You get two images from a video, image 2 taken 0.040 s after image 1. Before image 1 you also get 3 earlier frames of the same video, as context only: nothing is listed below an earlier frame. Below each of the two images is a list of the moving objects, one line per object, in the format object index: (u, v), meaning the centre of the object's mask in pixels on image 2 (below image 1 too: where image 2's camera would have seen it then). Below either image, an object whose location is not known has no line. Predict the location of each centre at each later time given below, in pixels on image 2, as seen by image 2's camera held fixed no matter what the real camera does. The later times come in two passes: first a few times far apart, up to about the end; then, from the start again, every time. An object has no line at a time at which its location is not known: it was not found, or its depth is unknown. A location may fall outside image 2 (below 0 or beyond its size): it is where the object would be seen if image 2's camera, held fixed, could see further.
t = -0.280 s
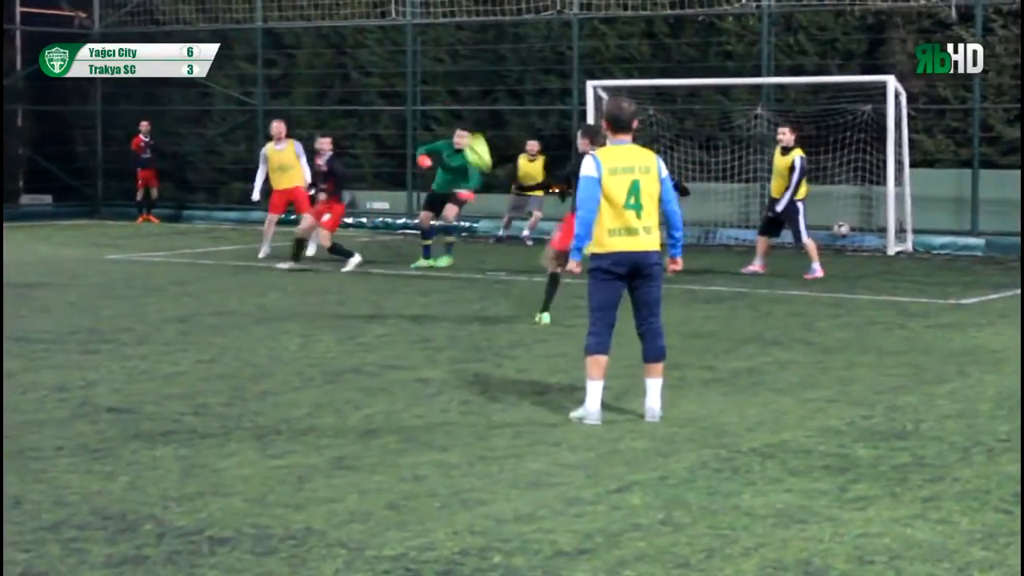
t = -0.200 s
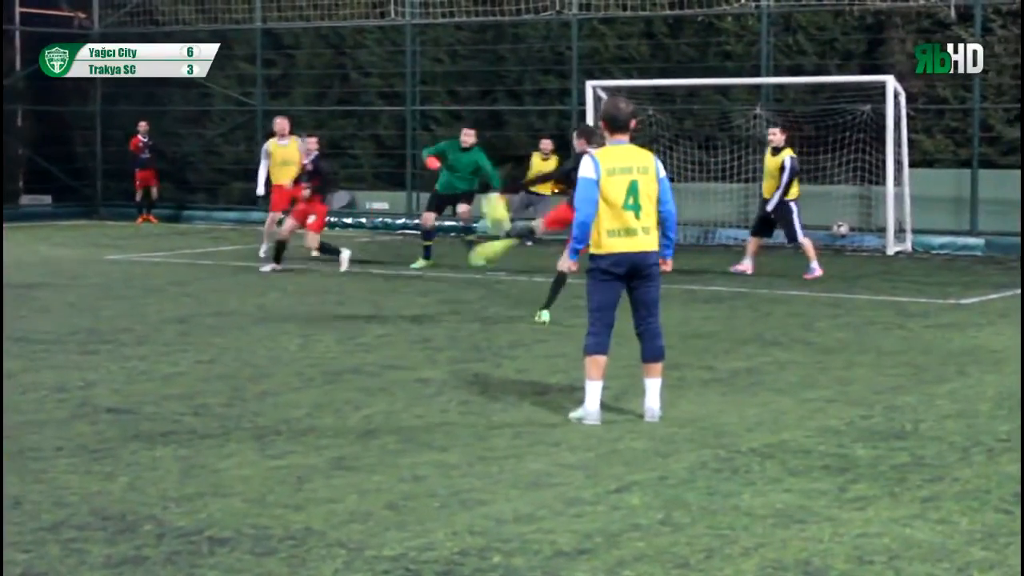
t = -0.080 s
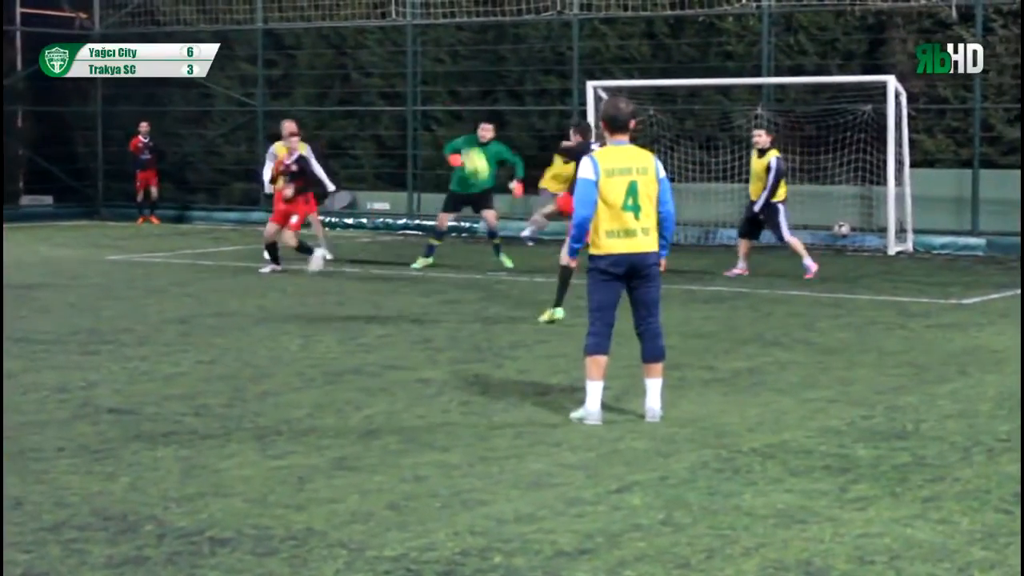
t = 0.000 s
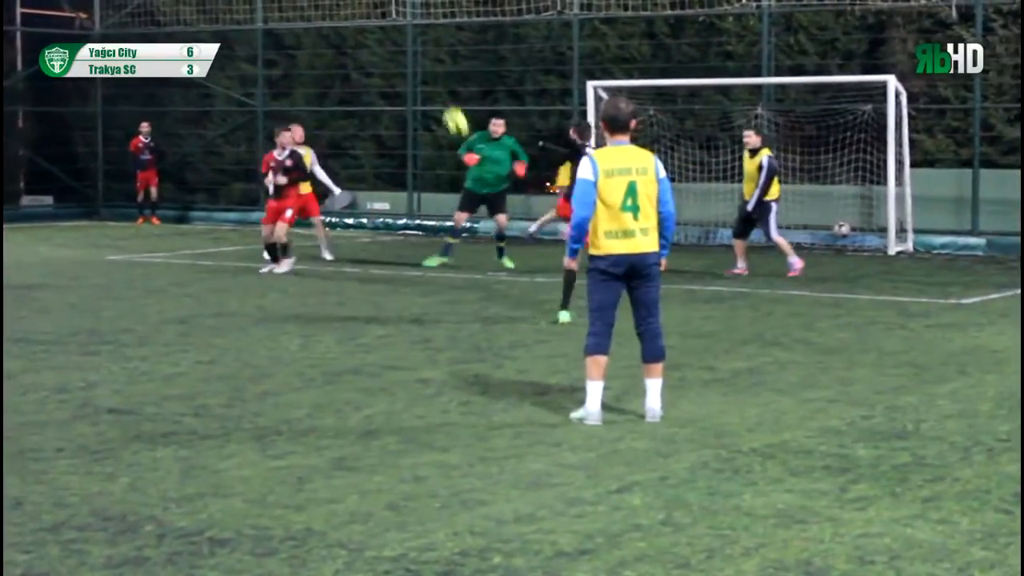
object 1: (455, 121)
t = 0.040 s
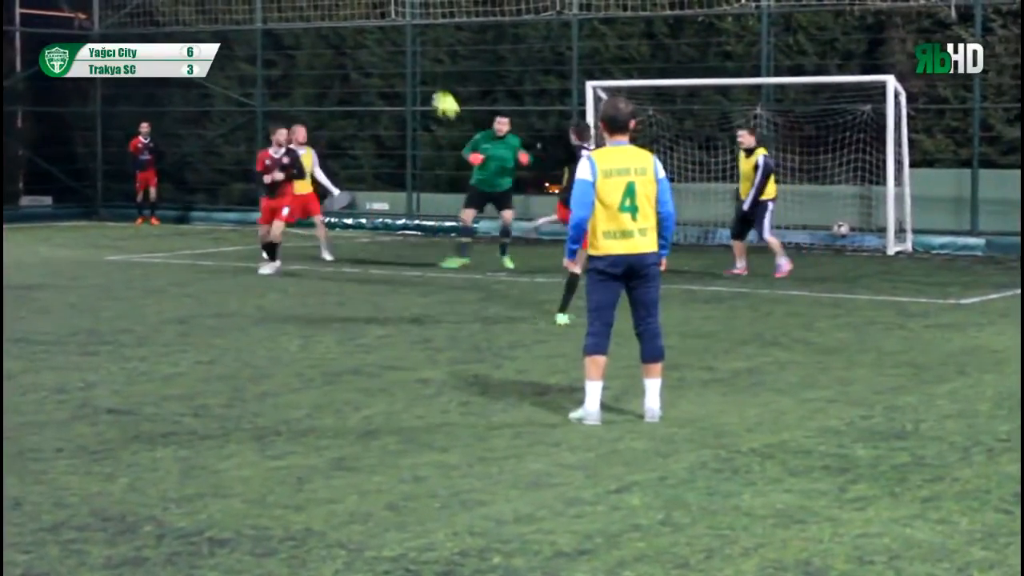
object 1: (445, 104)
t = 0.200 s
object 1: (409, 59)
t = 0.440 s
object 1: (359, 40)
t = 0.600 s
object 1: (329, 50)
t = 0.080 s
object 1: (437, 90)
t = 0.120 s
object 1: (427, 78)
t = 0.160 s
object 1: (418, 68)
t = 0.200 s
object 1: (409, 59)
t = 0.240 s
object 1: (400, 53)
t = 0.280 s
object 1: (392, 47)
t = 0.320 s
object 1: (383, 44)
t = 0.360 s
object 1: (375, 41)
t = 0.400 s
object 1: (367, 40)
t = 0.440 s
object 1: (359, 40)
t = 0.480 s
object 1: (351, 41)
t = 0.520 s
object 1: (344, 43)
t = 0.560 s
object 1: (336, 46)
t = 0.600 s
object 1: (329, 50)
